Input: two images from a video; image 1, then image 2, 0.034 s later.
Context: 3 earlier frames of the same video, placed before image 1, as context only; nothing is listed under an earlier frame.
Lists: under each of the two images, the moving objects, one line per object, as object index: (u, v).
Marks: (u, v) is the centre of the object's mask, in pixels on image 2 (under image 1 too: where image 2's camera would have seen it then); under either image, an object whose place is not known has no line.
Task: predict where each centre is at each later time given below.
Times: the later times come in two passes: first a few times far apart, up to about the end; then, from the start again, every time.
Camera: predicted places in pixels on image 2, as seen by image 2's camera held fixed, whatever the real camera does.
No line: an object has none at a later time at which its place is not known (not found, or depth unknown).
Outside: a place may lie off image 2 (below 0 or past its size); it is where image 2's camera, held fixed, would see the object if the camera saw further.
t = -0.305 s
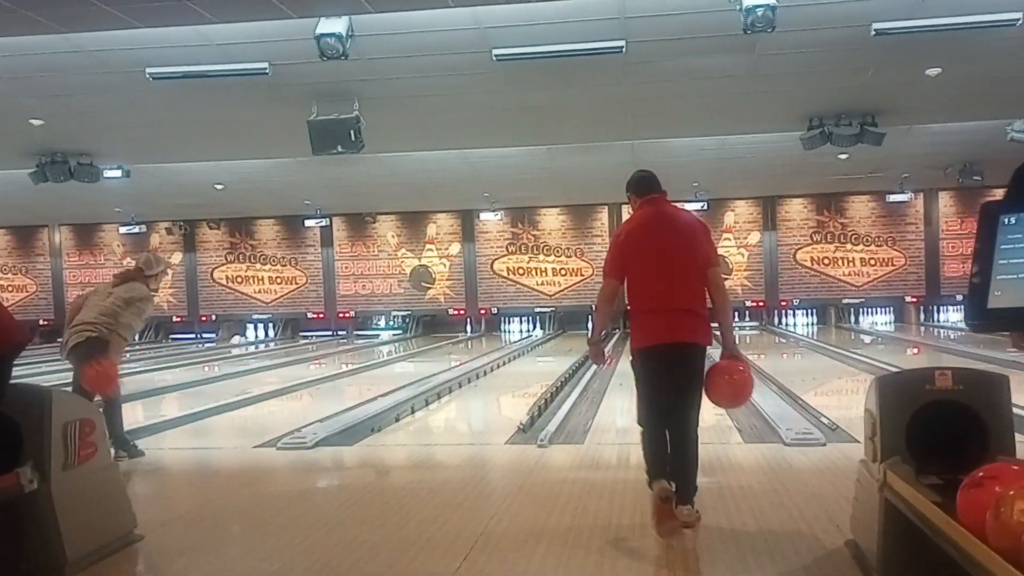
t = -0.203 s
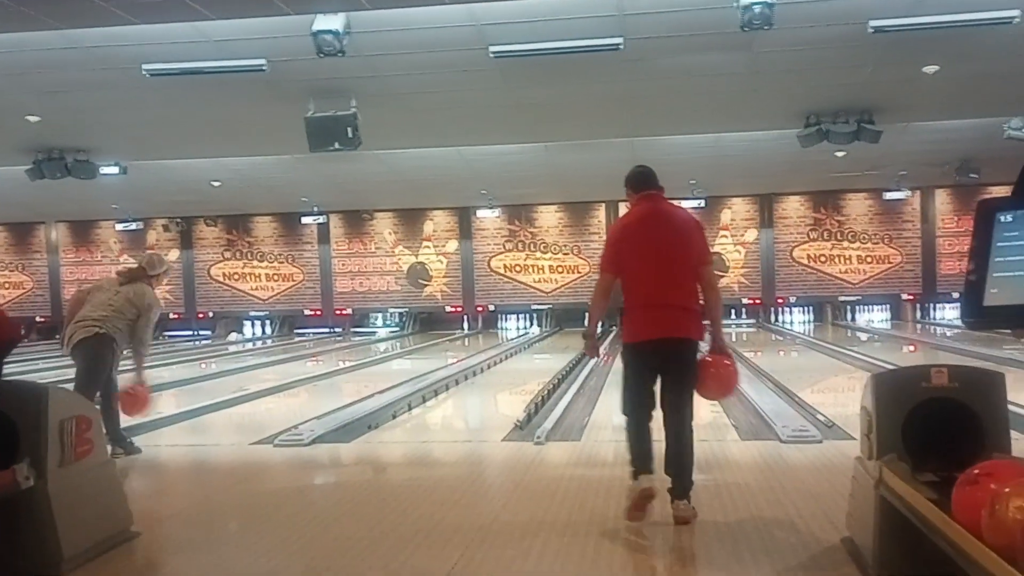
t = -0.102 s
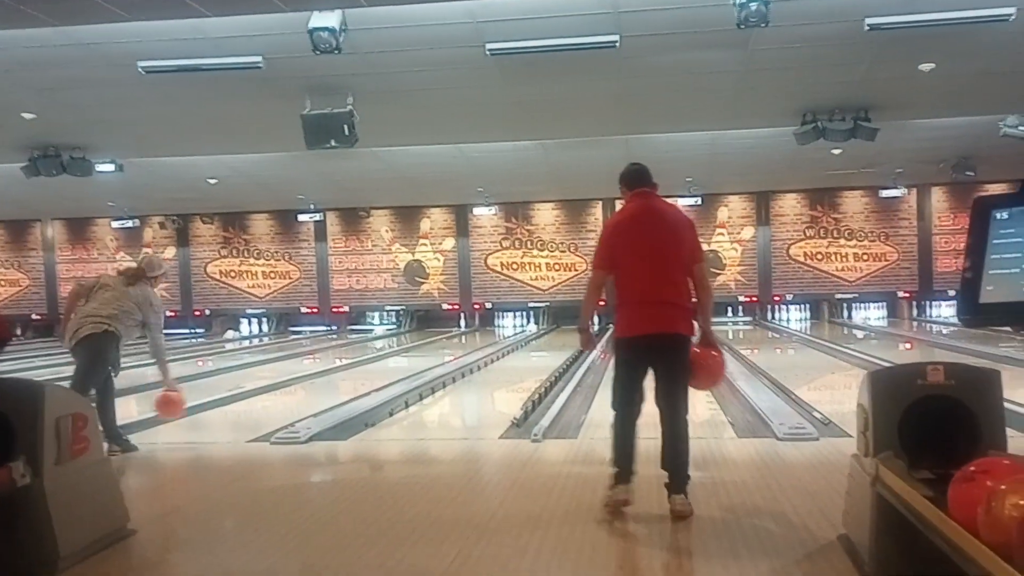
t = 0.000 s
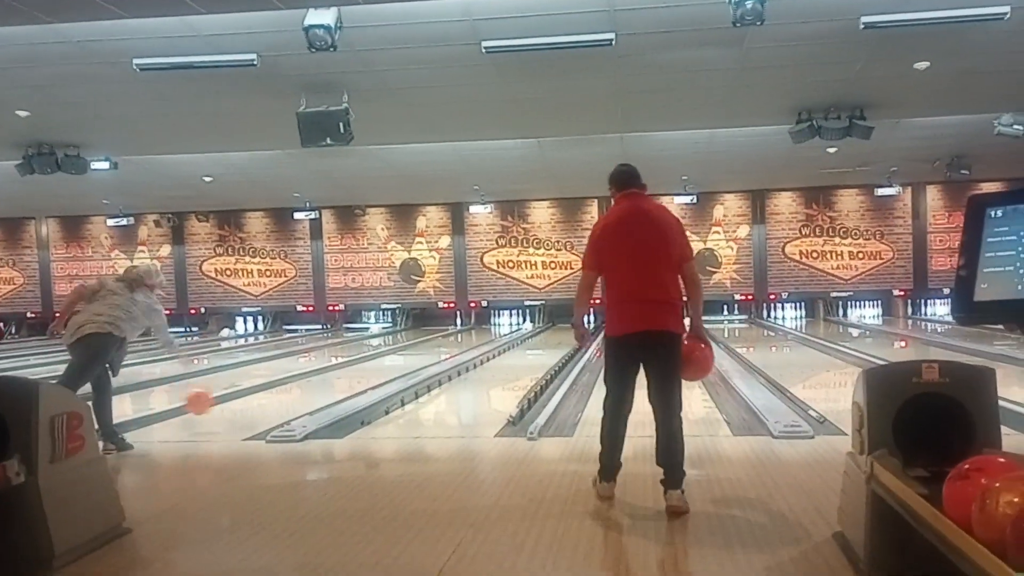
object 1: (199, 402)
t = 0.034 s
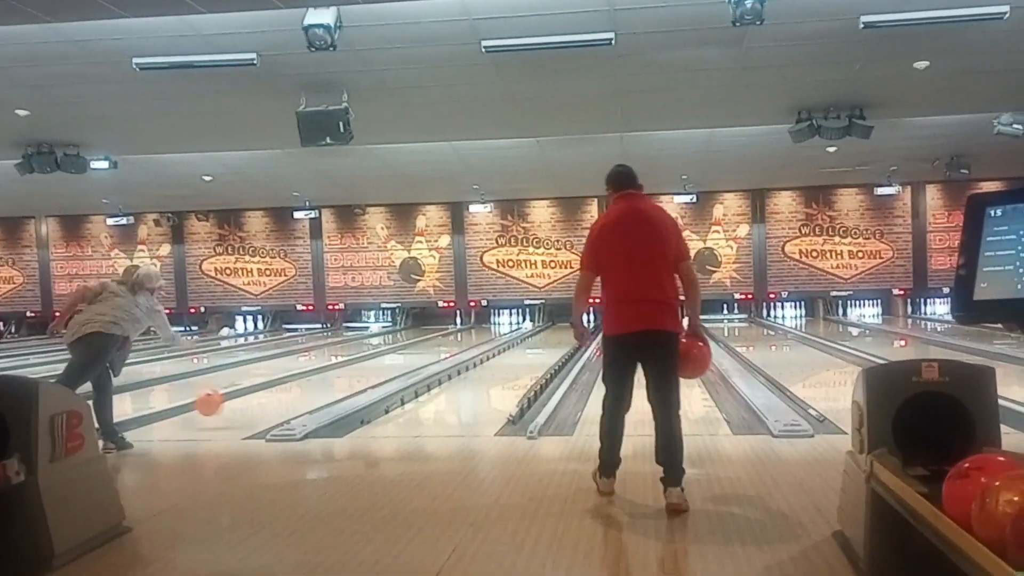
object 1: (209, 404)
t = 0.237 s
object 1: (259, 398)
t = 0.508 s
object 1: (310, 382)
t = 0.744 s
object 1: (344, 371)
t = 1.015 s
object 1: (375, 362)
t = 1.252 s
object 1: (395, 355)
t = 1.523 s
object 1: (415, 348)
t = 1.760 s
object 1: (429, 344)
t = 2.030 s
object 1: (444, 339)
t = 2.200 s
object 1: (451, 336)
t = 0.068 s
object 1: (218, 406)
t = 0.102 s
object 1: (228, 408)
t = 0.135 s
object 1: (237, 405)
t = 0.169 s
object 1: (245, 403)
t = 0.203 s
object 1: (252, 400)
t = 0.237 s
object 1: (259, 398)
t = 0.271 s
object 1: (267, 395)
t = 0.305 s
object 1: (275, 393)
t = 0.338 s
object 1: (281, 391)
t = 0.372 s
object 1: (287, 389)
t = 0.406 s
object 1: (293, 387)
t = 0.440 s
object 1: (300, 385)
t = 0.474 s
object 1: (305, 383)
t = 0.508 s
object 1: (310, 382)
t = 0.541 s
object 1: (315, 380)
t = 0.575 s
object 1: (321, 378)
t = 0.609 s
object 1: (326, 376)
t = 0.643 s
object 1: (330, 375)
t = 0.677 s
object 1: (335, 373)
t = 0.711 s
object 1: (340, 372)
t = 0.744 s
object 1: (344, 371)
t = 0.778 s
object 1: (348, 369)
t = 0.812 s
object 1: (352, 368)
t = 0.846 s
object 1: (355, 367)
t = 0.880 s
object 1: (360, 366)
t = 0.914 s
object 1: (363, 365)
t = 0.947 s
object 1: (367, 364)
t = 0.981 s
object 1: (371, 363)
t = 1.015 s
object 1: (375, 362)
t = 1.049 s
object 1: (378, 360)
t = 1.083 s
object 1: (381, 359)
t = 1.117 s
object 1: (384, 358)
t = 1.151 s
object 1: (387, 357)
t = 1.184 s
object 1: (390, 357)
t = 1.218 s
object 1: (392, 356)
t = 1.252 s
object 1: (395, 355)
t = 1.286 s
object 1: (398, 354)
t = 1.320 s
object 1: (401, 353)
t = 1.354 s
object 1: (403, 353)
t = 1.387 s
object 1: (406, 352)
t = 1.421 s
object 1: (409, 350)
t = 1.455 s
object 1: (411, 349)
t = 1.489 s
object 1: (413, 348)
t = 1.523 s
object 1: (415, 348)
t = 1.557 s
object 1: (417, 347)
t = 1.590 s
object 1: (419, 346)
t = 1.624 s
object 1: (421, 346)
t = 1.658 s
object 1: (423, 345)
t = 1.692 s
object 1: (425, 345)
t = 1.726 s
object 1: (427, 344)
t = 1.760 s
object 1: (429, 344)
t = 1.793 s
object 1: (431, 343)
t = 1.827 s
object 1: (433, 343)
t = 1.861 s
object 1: (435, 342)
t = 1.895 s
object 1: (436, 341)
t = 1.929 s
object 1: (438, 341)
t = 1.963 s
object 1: (441, 340)
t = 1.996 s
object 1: (442, 339)
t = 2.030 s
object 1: (444, 339)
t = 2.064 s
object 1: (446, 338)
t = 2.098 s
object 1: (447, 338)
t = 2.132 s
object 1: (448, 337)
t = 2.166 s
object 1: (450, 337)
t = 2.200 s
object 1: (451, 336)
